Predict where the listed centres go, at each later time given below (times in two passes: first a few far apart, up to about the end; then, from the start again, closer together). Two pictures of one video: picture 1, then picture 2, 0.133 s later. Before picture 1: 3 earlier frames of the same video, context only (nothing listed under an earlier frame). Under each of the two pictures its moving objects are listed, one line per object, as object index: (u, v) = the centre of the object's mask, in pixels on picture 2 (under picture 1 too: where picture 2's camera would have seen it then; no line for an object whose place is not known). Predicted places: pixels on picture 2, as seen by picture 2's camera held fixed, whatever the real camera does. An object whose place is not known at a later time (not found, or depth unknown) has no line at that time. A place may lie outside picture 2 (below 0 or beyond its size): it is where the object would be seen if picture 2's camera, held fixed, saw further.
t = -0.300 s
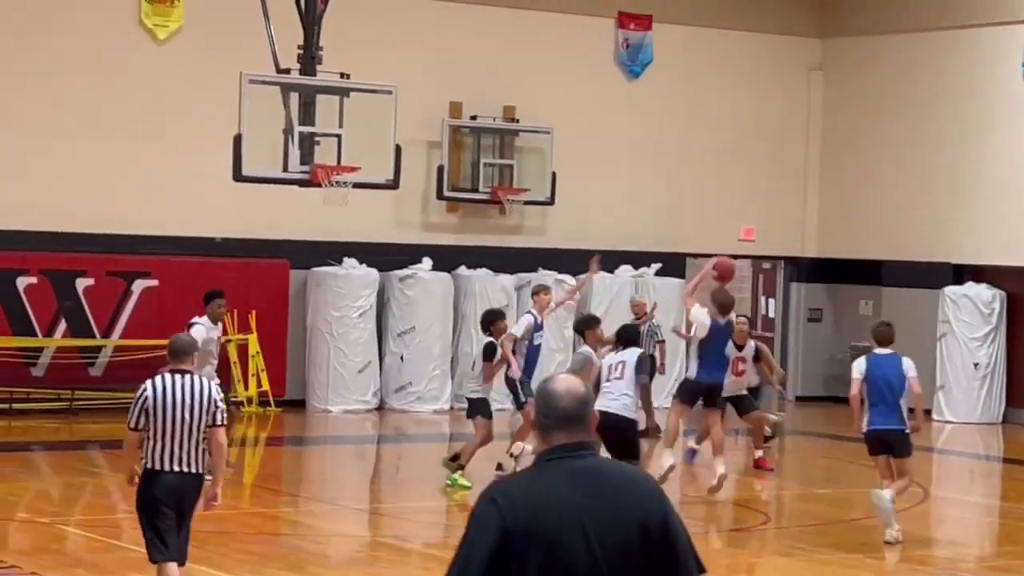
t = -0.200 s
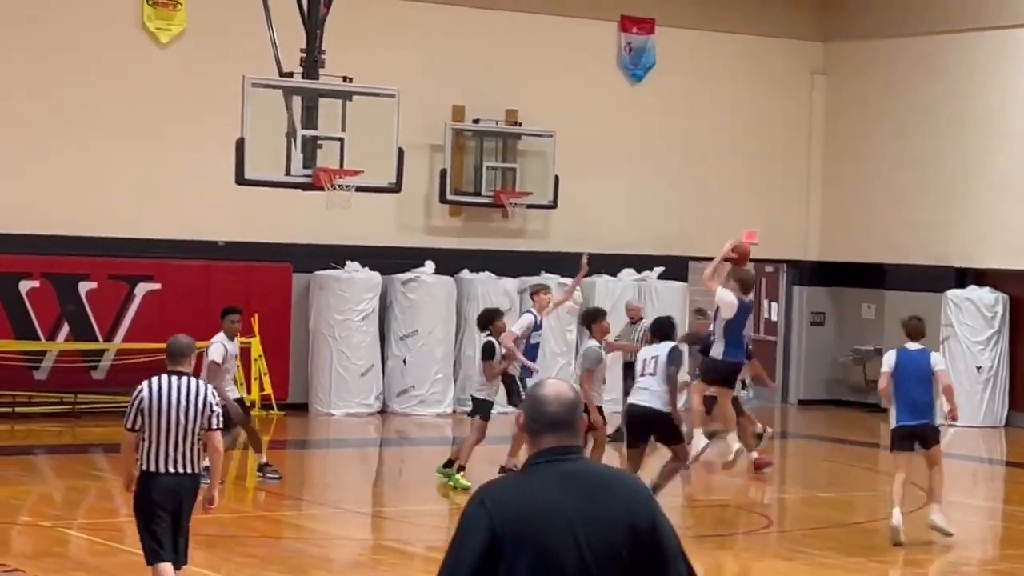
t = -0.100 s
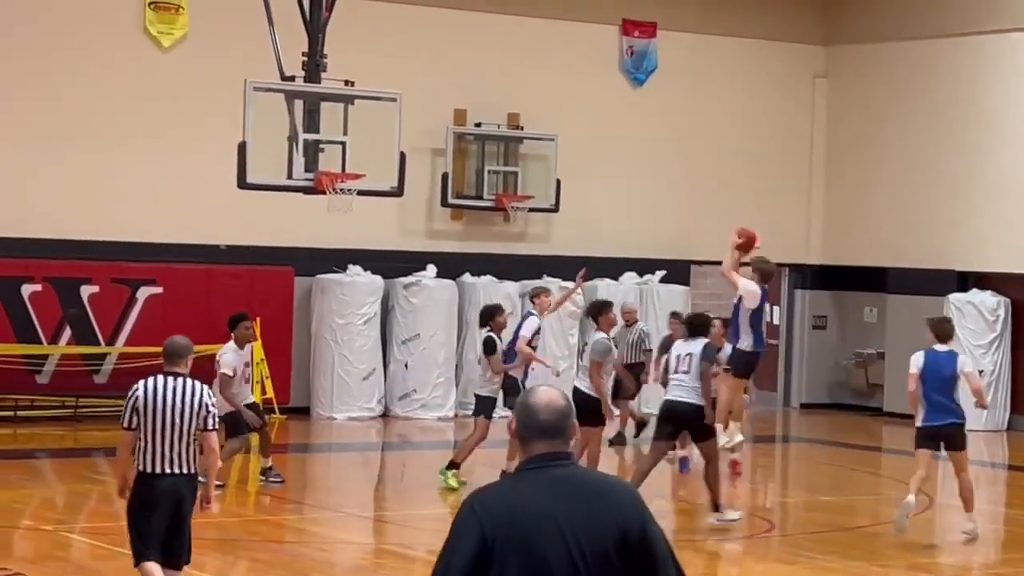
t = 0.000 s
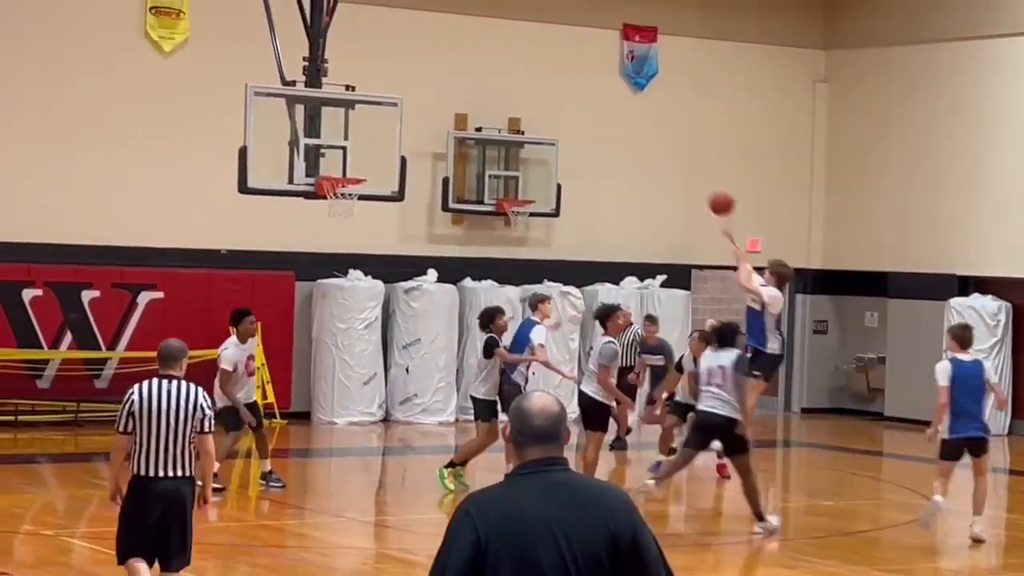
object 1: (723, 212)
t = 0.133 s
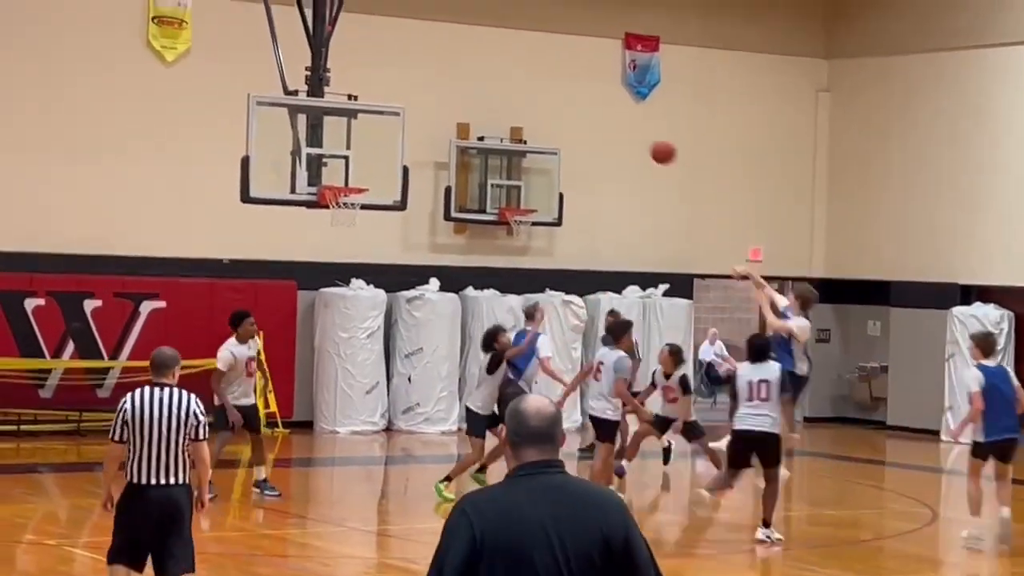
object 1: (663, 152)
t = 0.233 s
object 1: (619, 120)
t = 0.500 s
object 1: (506, 88)
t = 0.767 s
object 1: (398, 127)
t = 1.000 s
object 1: (355, 188)
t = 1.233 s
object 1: (333, 208)
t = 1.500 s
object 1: (352, 234)
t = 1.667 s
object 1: (362, 279)
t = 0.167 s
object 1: (648, 140)
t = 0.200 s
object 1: (633, 129)
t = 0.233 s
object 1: (619, 120)
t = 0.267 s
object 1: (605, 111)
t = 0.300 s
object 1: (590, 104)
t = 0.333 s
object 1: (576, 99)
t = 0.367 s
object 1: (562, 94)
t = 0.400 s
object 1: (548, 91)
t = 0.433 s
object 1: (534, 89)
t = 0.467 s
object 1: (520, 88)
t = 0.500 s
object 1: (506, 88)
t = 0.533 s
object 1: (492, 89)
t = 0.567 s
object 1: (478, 91)
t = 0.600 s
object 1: (464, 94)
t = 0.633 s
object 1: (451, 98)
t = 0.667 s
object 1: (437, 104)
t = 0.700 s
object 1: (424, 110)
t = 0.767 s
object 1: (398, 127)
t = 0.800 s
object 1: (385, 136)
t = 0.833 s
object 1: (372, 146)
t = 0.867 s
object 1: (359, 158)
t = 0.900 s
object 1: (346, 171)
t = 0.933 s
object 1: (333, 179)
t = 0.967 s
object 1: (345, 186)
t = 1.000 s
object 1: (355, 188)
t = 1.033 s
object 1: (349, 189)
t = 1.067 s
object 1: (343, 192)
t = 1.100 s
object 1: (338, 197)
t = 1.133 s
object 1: (326, 198)
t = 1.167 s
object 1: (331, 198)
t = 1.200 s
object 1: (329, 203)
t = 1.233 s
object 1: (333, 208)
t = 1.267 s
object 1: (334, 208)
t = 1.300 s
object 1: (337, 210)
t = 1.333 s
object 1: (339, 210)
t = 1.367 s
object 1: (343, 213)
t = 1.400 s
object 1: (346, 214)
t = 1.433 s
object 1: (348, 222)
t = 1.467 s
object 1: (350, 227)
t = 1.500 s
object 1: (352, 234)
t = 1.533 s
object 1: (354, 240)
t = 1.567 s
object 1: (356, 248)
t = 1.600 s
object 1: (358, 258)
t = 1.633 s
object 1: (360, 269)
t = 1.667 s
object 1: (362, 279)
